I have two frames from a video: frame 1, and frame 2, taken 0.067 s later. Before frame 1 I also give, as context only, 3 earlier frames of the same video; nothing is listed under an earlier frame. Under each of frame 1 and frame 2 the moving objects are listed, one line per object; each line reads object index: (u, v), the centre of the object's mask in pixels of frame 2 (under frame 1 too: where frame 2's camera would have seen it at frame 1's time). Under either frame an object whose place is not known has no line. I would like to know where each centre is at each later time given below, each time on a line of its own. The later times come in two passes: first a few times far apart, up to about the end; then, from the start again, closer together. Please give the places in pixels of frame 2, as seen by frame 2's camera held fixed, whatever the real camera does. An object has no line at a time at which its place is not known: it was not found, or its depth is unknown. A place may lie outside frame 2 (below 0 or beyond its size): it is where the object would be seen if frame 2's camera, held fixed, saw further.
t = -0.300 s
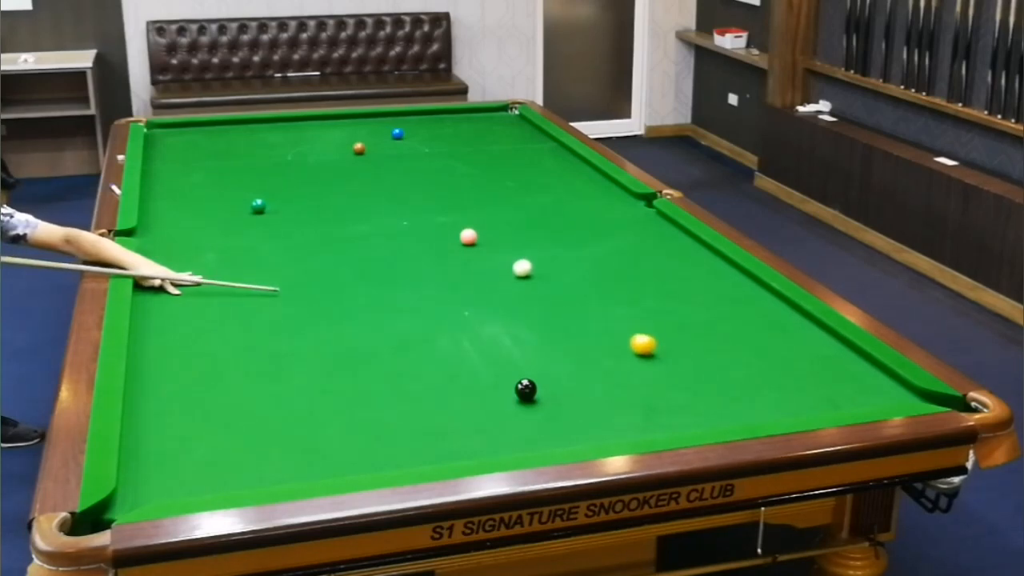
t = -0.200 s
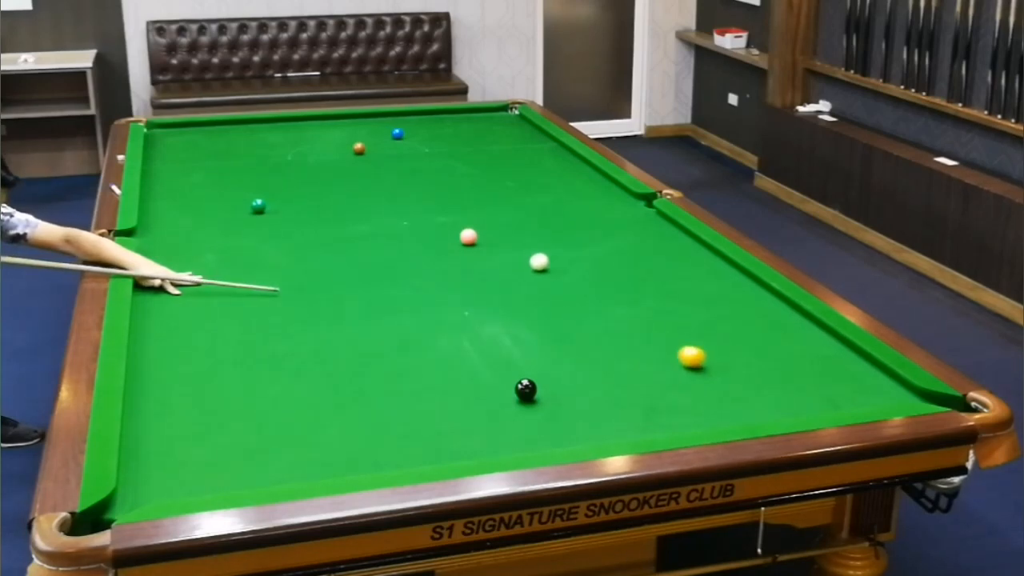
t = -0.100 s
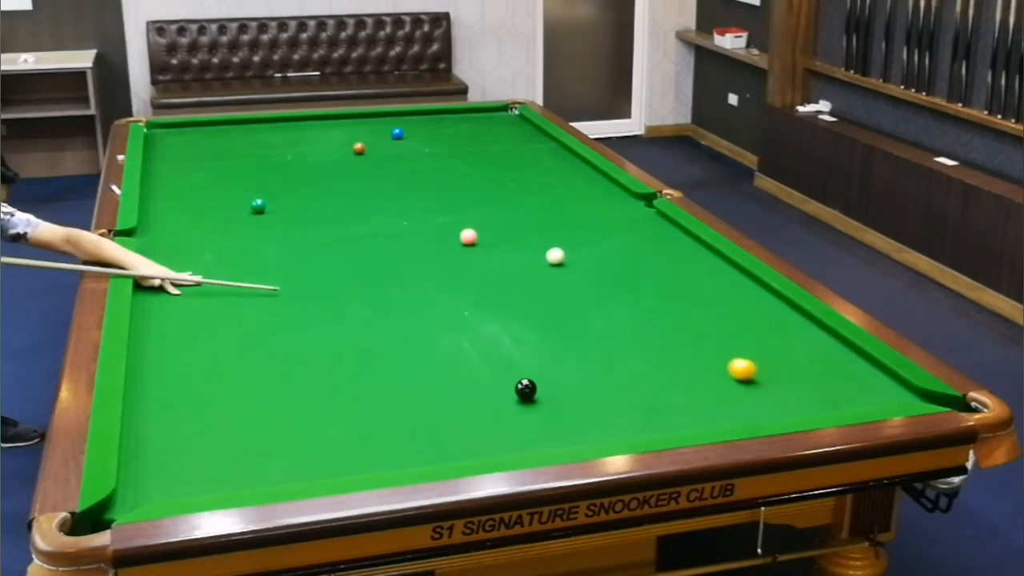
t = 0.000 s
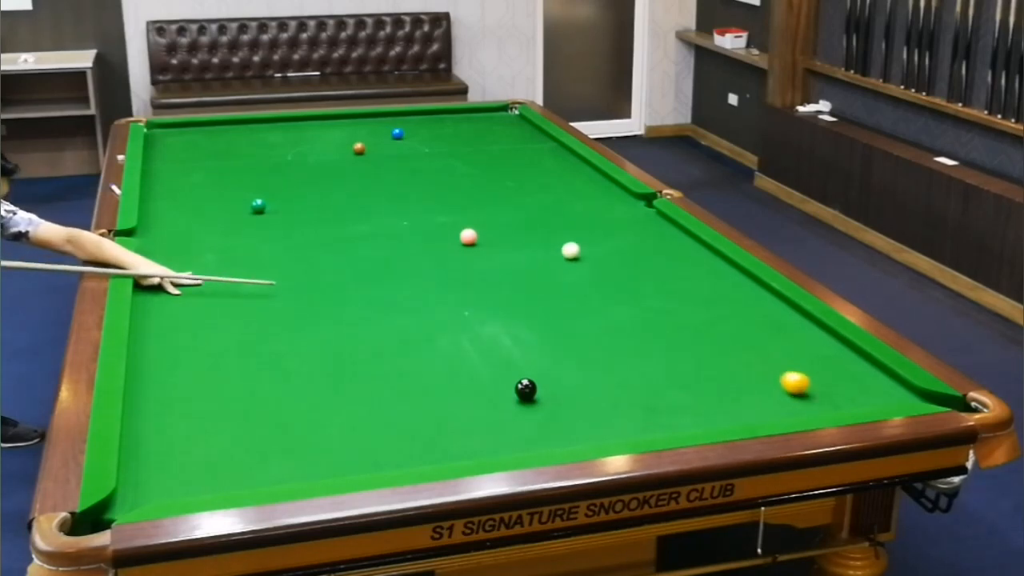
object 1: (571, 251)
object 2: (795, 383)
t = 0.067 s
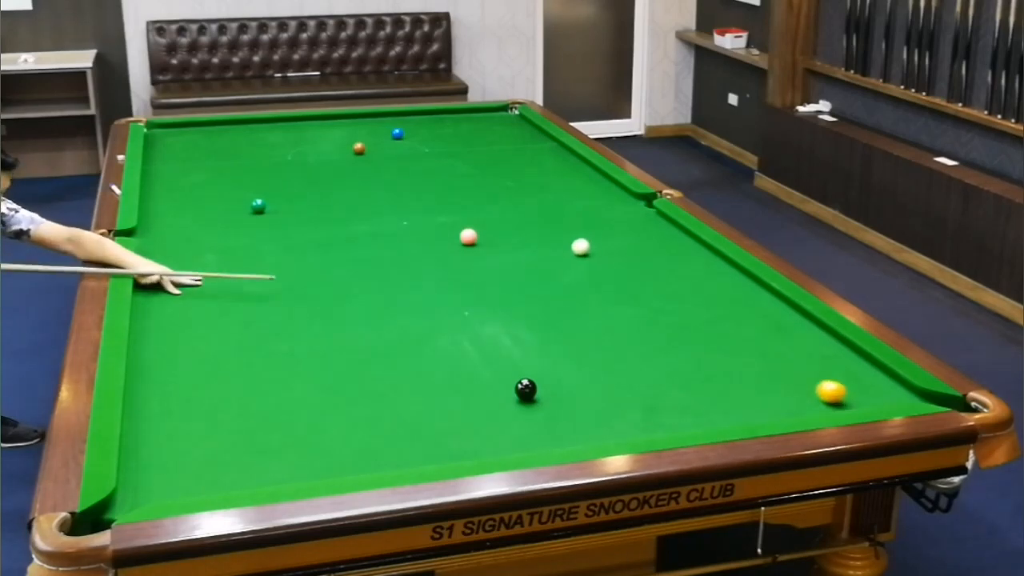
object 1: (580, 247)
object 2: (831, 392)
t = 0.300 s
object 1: (613, 235)
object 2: (889, 381)
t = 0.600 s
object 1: (651, 222)
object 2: (814, 355)
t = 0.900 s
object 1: (637, 215)
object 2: (740, 334)
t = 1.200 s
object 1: (601, 212)
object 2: (675, 315)
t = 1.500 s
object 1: (568, 208)
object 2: (618, 298)
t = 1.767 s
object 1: (542, 206)
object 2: (573, 285)
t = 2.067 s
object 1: (514, 203)
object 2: (528, 271)
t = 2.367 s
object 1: (489, 200)
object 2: (487, 259)
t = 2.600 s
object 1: (471, 199)
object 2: (460, 250)
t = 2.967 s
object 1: (445, 196)
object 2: (418, 238)
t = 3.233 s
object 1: (428, 194)
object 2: (392, 231)
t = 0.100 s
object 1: (585, 245)
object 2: (849, 396)
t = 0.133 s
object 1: (590, 244)
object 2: (867, 399)
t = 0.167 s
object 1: (595, 242)
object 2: (881, 399)
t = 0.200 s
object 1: (599, 240)
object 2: (882, 395)
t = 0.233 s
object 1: (604, 239)
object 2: (884, 391)
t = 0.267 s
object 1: (609, 237)
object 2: (886, 386)
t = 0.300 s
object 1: (613, 235)
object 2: (889, 381)
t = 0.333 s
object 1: (617, 234)
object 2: (889, 377)
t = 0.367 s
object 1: (622, 232)
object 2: (878, 374)
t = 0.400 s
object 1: (626, 231)
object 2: (868, 371)
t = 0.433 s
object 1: (630, 229)
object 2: (859, 369)
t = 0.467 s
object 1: (634, 228)
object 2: (849, 366)
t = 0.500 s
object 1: (639, 226)
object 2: (840, 363)
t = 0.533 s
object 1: (643, 225)
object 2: (831, 361)
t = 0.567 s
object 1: (647, 223)
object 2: (822, 358)
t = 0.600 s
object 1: (651, 222)
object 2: (814, 355)
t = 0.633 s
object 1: (654, 220)
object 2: (805, 353)
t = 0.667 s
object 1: (658, 219)
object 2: (796, 351)
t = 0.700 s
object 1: (662, 217)
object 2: (788, 348)
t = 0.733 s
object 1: (658, 217)
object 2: (780, 346)
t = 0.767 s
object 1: (653, 217)
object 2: (771, 343)
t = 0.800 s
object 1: (649, 216)
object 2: (764, 341)
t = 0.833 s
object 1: (645, 216)
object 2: (755, 339)
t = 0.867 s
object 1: (641, 215)
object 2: (748, 337)
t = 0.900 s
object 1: (637, 215)
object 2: (740, 334)
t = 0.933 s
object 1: (632, 215)
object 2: (732, 332)
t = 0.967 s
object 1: (628, 214)
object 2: (724, 330)
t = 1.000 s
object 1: (624, 214)
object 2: (717, 328)
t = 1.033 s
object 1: (620, 213)
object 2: (710, 325)
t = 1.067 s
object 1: (616, 213)
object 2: (703, 323)
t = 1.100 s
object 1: (612, 213)
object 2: (696, 321)
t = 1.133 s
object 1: (609, 212)
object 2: (689, 319)
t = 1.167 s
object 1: (605, 212)
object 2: (682, 317)
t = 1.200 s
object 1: (601, 212)
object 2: (675, 315)
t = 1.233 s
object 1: (597, 211)
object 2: (668, 313)
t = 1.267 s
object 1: (594, 211)
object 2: (662, 311)
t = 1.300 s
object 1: (590, 211)
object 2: (655, 309)
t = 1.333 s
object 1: (586, 210)
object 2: (649, 307)
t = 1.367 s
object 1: (583, 210)
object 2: (642, 306)
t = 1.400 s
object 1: (579, 209)
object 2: (636, 304)
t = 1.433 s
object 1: (575, 209)
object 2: (630, 302)
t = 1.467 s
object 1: (572, 209)
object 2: (624, 300)
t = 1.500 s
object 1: (568, 208)
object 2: (618, 298)
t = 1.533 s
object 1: (565, 208)
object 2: (612, 297)
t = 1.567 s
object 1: (562, 208)
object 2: (606, 295)
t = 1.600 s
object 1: (558, 207)
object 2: (601, 293)
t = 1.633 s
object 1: (555, 207)
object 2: (595, 291)
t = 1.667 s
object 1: (551, 207)
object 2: (589, 290)
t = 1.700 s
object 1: (548, 206)
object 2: (584, 288)
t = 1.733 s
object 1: (545, 206)
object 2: (578, 286)
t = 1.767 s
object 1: (542, 206)
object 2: (573, 285)
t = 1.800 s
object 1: (539, 205)
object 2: (568, 283)
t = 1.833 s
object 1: (535, 205)
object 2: (563, 282)
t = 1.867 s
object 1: (532, 205)
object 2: (557, 280)
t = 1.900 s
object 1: (529, 204)
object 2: (552, 279)
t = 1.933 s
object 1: (526, 204)
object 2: (547, 277)
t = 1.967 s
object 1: (523, 204)
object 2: (542, 276)
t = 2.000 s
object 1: (520, 203)
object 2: (538, 274)
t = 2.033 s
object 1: (517, 203)
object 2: (533, 273)
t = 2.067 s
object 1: (514, 203)
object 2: (528, 271)
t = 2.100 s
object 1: (511, 202)
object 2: (523, 270)
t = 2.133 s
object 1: (508, 202)
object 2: (518, 268)
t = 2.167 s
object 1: (505, 202)
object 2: (514, 267)
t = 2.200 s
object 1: (503, 202)
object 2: (509, 266)
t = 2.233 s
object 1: (500, 201)
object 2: (505, 264)
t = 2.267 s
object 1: (497, 201)
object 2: (501, 263)
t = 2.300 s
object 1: (494, 201)
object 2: (496, 262)
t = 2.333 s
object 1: (492, 200)
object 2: (492, 260)
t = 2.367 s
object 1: (489, 200)
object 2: (487, 259)
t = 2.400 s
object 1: (486, 200)
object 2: (483, 258)
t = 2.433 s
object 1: (484, 200)
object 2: (479, 256)
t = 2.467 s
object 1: (481, 200)
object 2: (475, 255)
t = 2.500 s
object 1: (478, 199)
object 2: (471, 254)
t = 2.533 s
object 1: (476, 199)
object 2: (467, 253)
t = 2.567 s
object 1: (473, 199)
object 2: (463, 251)
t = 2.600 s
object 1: (471, 199)
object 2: (460, 250)
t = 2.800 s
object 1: (455, 194)
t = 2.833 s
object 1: (454, 196)
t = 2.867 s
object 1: (452, 196)
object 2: (428, 241)
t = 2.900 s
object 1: (450, 196)
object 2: (425, 241)
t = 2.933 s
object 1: (447, 196)
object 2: (422, 240)
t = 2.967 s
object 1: (445, 196)
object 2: (418, 238)
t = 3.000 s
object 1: (443, 196)
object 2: (415, 238)
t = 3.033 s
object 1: (441, 195)
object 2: (412, 237)
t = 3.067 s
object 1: (439, 195)
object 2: (408, 235)
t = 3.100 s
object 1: (437, 195)
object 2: (405, 234)
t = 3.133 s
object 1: (435, 195)
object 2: (402, 233)
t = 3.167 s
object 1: (433, 195)
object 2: (399, 232)
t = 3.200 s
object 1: (430, 194)
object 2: (395, 232)
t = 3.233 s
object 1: (428, 194)
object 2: (392, 231)
